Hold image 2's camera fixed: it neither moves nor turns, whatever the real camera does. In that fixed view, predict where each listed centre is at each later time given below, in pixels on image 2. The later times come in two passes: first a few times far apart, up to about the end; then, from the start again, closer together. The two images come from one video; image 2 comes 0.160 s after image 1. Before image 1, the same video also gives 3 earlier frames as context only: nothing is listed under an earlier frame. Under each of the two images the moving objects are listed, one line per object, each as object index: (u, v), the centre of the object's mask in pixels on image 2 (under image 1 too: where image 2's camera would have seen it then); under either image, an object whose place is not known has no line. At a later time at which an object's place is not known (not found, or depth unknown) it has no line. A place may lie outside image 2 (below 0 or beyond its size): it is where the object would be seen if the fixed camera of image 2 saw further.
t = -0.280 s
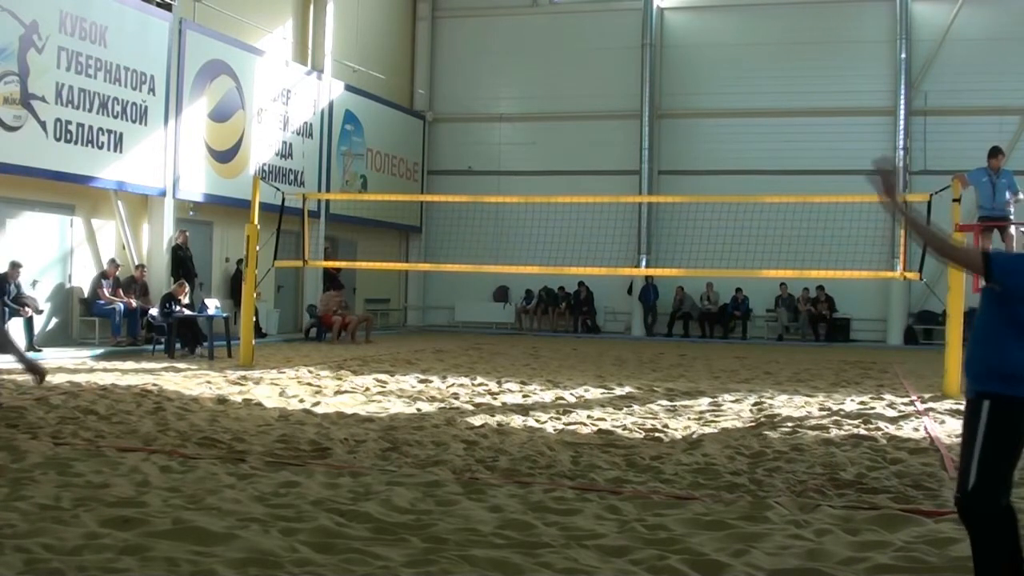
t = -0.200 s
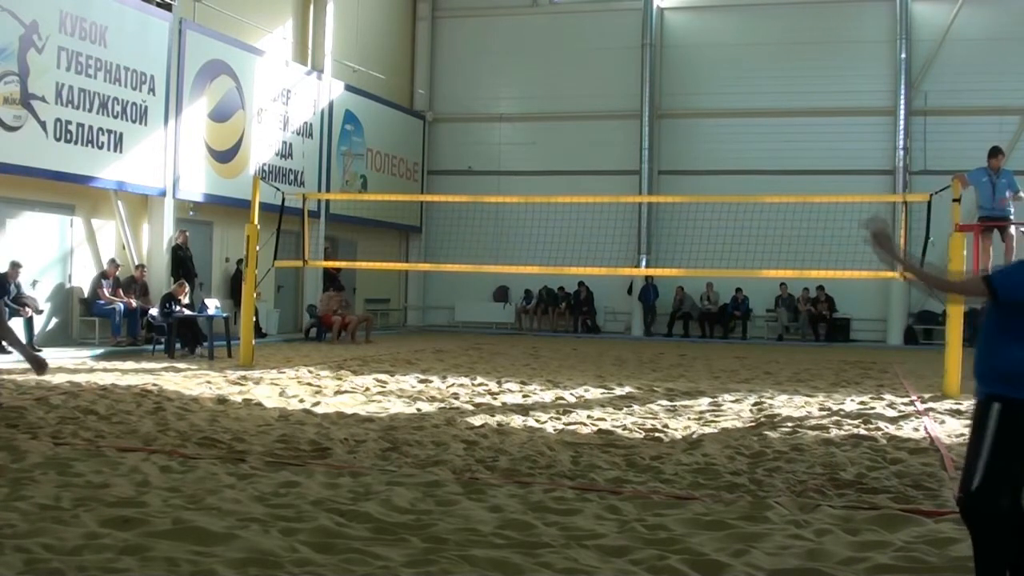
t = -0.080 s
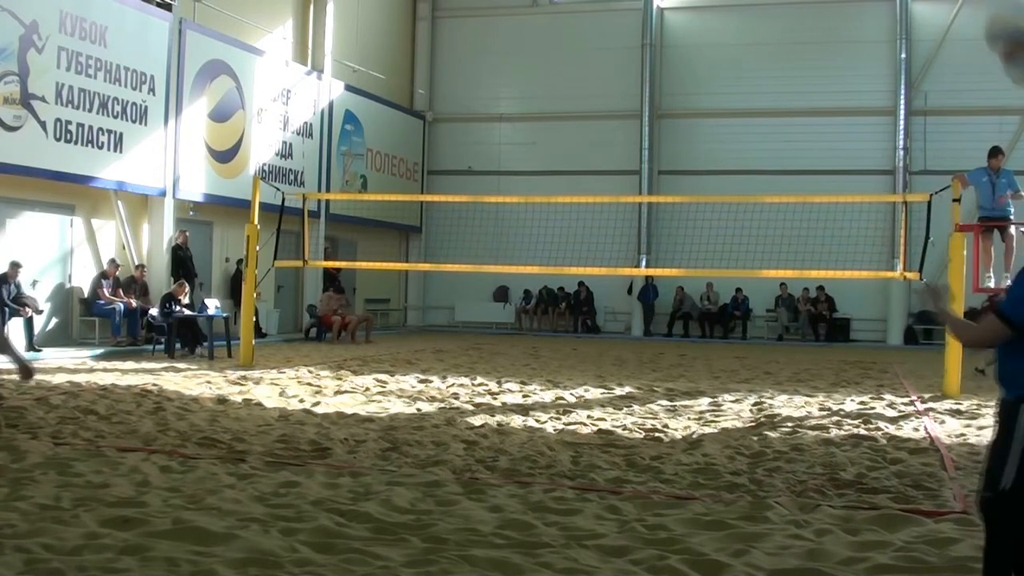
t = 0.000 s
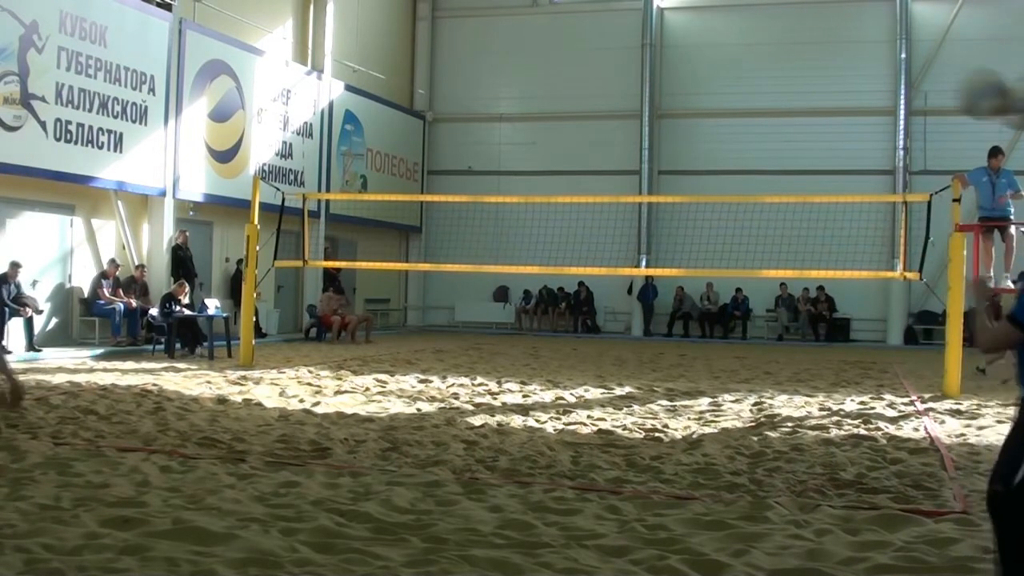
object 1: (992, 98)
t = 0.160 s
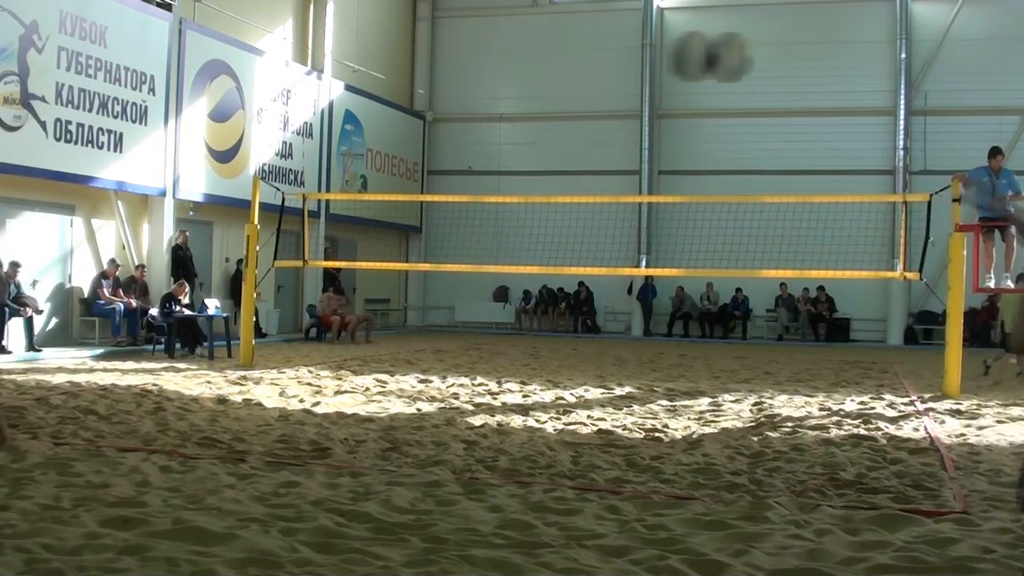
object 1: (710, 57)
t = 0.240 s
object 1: (576, 63)
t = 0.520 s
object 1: (190, 182)
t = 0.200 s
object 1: (640, 58)
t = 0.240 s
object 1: (576, 63)
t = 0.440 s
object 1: (285, 134)
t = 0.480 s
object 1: (235, 157)
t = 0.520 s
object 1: (190, 182)
